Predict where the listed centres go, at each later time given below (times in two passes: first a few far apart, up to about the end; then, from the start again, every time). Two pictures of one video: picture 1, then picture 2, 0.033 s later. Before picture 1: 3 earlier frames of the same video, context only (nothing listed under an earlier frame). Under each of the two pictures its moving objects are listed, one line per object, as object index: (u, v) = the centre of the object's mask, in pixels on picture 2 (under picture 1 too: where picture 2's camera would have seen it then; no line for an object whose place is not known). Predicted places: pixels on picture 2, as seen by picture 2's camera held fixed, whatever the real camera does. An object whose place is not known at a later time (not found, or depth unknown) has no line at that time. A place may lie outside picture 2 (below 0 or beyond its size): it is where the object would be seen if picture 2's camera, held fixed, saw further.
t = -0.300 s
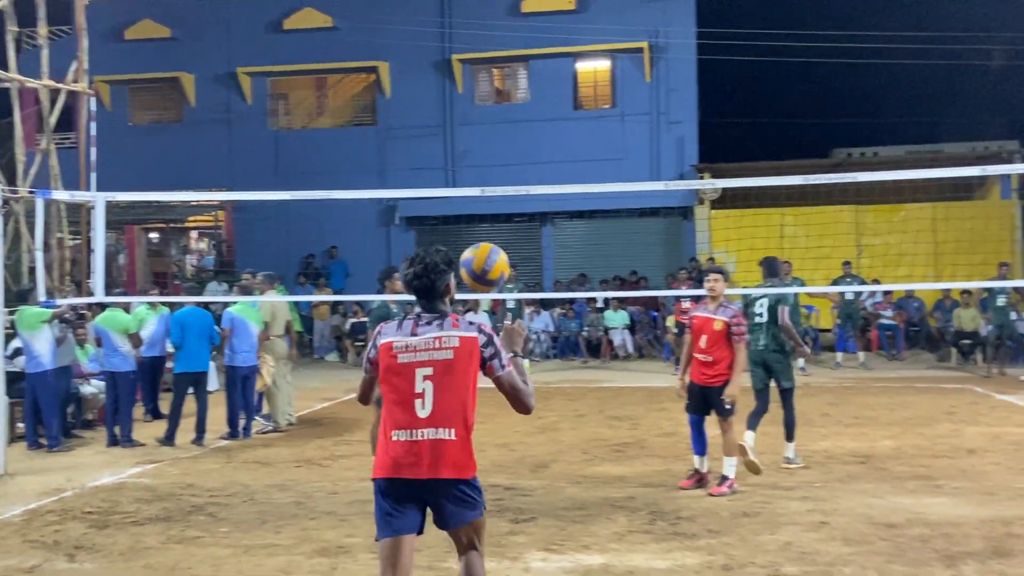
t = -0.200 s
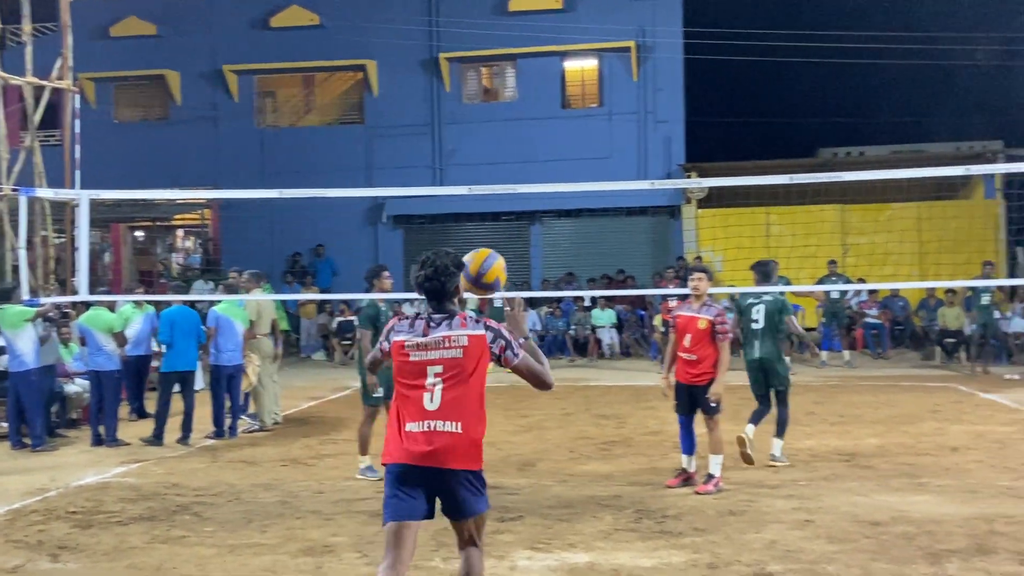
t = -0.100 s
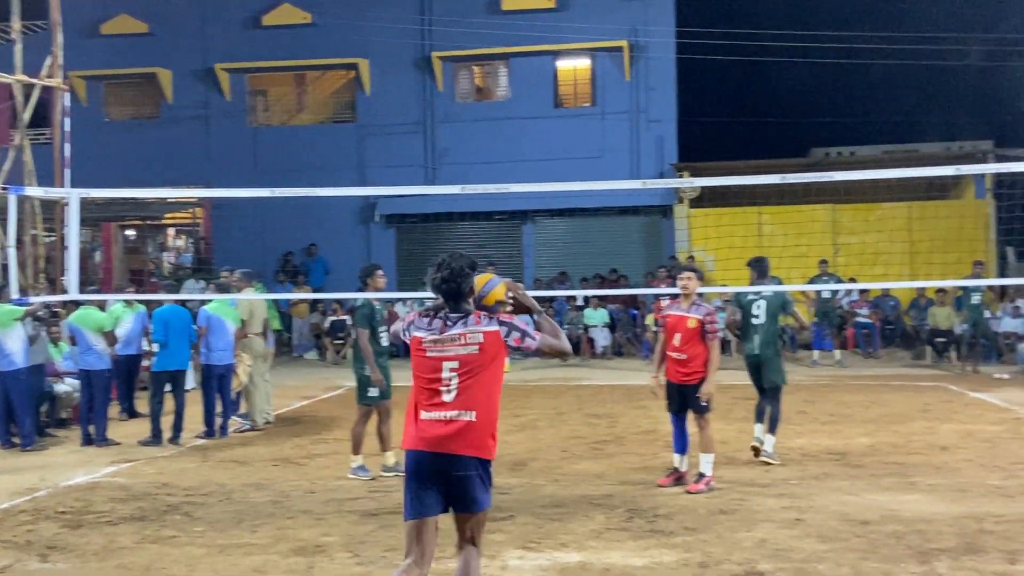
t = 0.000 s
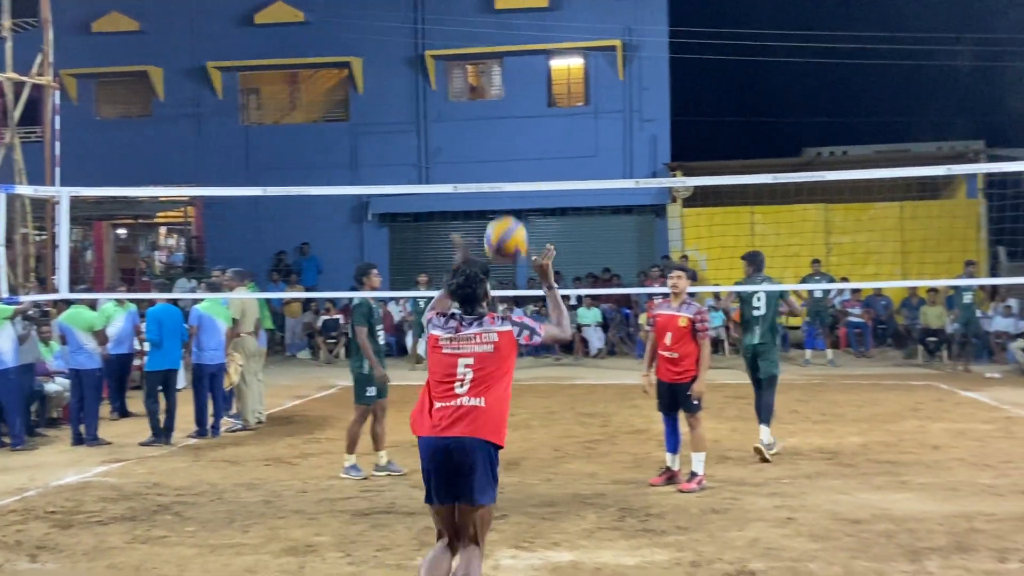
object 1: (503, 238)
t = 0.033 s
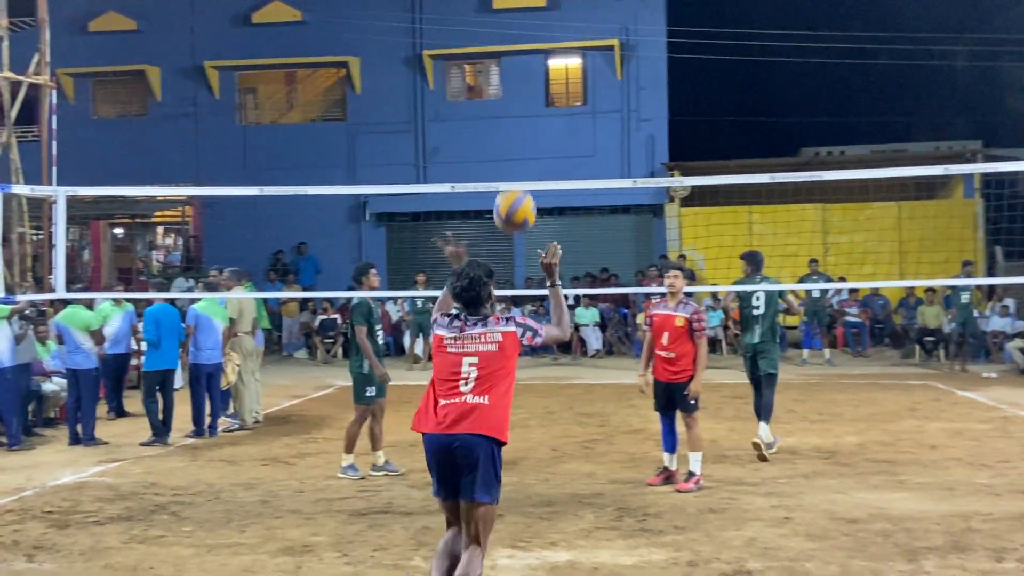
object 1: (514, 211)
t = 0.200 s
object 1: (563, 111)
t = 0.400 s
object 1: (606, 71)
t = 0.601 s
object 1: (641, 95)
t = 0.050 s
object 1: (520, 198)
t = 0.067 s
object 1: (525, 184)
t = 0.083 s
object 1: (530, 171)
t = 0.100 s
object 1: (535, 161)
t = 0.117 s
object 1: (540, 151)
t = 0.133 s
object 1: (545, 141)
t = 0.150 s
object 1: (549, 133)
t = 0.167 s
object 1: (554, 125)
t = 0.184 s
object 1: (558, 117)
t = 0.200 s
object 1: (563, 111)
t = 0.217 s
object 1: (567, 105)
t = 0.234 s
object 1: (571, 99)
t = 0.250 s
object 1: (574, 94)
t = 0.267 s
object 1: (578, 90)
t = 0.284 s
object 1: (582, 86)
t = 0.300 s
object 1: (585, 83)
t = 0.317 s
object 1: (589, 79)
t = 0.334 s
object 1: (593, 77)
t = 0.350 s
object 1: (597, 74)
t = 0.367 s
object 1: (600, 73)
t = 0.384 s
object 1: (603, 72)
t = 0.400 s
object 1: (606, 71)
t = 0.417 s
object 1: (610, 71)
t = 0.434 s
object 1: (613, 71)
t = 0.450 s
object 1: (616, 72)
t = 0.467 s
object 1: (619, 72)
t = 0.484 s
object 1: (622, 74)
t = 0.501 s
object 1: (625, 76)
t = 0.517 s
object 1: (628, 78)
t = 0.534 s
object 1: (631, 80)
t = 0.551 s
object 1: (633, 83)
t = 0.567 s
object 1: (636, 87)
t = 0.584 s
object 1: (638, 91)
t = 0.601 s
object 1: (641, 95)
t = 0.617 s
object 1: (644, 99)
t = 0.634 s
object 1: (646, 104)
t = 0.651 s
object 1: (649, 109)
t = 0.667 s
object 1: (651, 114)
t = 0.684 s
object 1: (653, 119)
